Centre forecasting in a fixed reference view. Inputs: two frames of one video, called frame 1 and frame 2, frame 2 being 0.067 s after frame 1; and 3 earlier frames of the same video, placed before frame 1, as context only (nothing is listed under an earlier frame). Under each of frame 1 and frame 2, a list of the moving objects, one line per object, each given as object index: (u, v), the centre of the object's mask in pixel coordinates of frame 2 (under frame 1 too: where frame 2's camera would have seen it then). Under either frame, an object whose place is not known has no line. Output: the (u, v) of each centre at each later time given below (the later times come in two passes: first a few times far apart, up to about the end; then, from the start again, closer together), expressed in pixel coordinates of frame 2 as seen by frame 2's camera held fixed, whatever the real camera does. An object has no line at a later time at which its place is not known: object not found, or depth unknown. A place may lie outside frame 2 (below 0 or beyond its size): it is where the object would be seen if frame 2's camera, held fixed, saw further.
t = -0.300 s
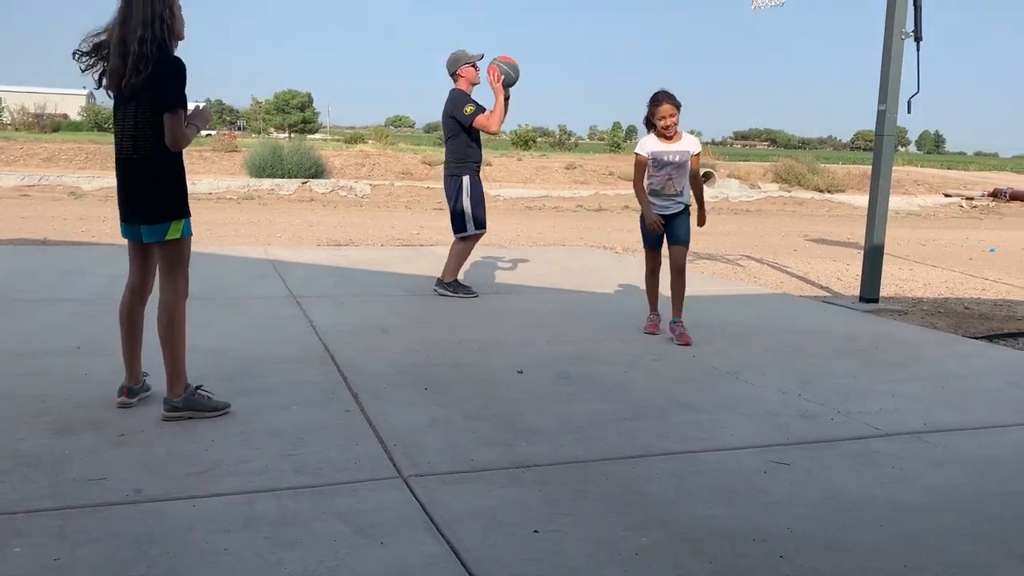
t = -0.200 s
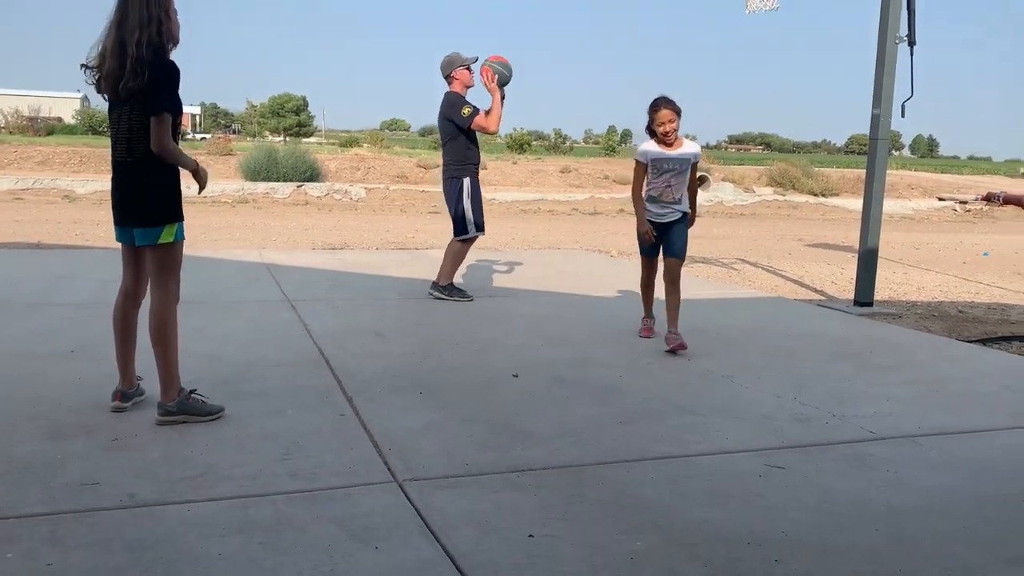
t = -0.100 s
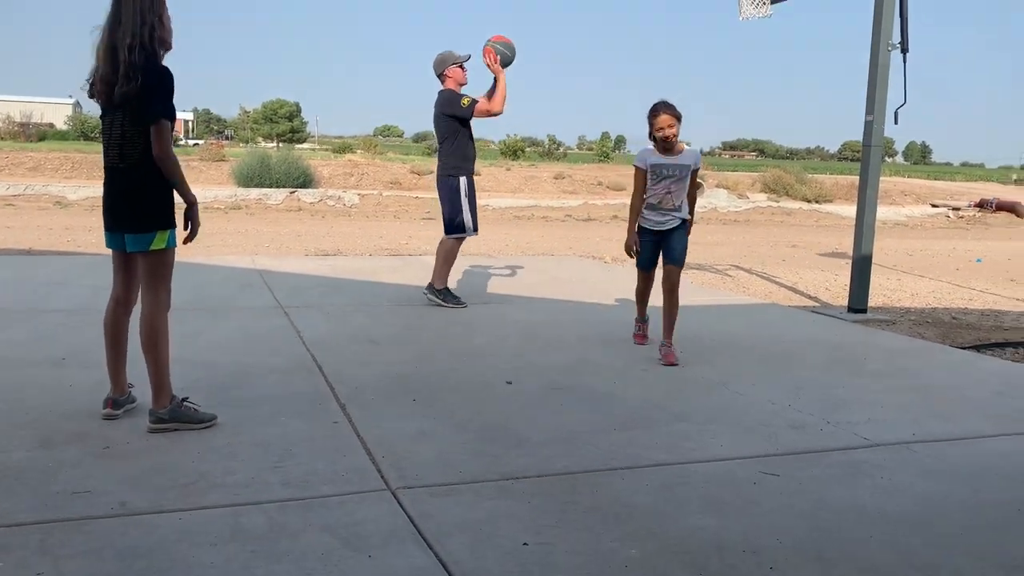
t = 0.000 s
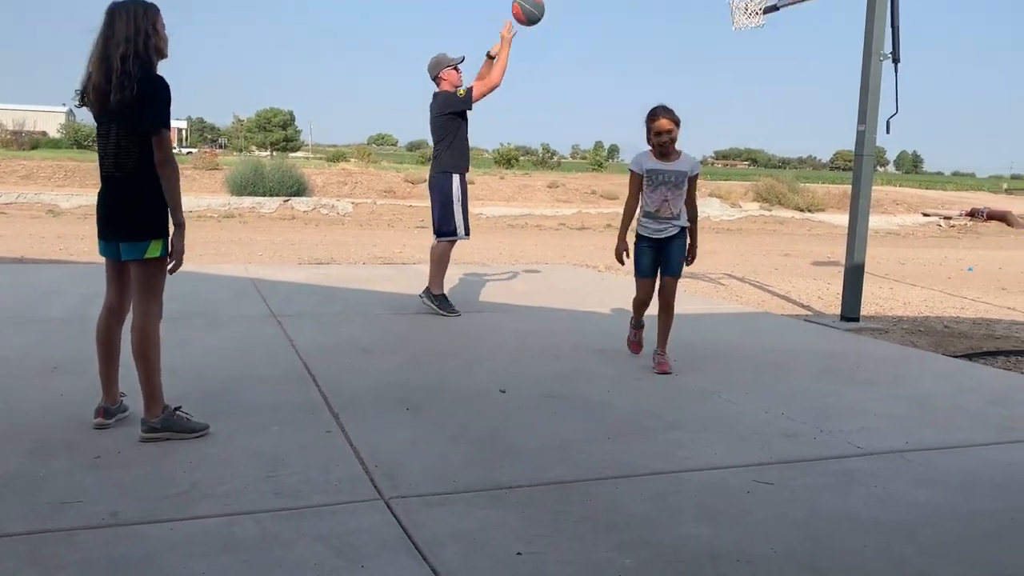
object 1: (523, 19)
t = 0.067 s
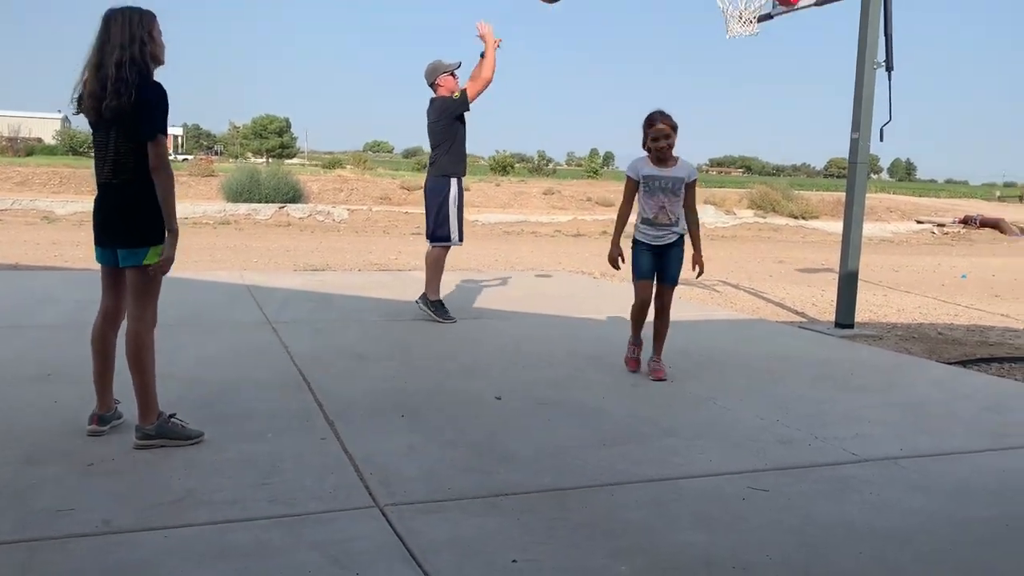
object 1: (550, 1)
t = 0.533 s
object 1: (741, -48)
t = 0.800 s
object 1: (725, -35)
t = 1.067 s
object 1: (743, -45)
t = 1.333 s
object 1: (760, -26)
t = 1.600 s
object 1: (722, 26)
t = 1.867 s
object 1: (737, 35)
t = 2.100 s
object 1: (753, 117)
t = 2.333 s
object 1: (764, 279)
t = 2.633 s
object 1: (800, 191)
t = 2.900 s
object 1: (832, 134)
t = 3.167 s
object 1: (852, 184)
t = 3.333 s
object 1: (861, 266)
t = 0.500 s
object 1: (727, -53)
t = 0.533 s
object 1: (741, -48)
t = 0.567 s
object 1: (754, -41)
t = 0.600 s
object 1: (761, -29)
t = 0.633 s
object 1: (754, -27)
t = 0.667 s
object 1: (748, -23)
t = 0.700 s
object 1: (742, -23)
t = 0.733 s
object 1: (734, -27)
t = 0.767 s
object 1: (727, -29)
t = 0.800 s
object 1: (725, -35)
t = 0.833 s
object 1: (727, -39)
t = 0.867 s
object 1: (728, -41)
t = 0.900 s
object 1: (729, -42)
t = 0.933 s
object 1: (731, -41)
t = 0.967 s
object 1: (734, -43)
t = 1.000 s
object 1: (737, -44)
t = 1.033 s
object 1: (739, -44)
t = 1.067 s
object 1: (743, -45)
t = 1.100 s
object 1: (745, -44)
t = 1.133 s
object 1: (749, -44)
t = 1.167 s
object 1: (751, -44)
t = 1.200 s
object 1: (755, -42)
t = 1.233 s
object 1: (758, -41)
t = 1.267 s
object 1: (761, -39)
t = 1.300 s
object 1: (762, -37)
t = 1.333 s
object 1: (760, -26)
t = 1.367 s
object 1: (756, -16)
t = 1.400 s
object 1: (753, -10)
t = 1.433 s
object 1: (746, -5)
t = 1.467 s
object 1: (746, 5)
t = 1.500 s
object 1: (735, 15)
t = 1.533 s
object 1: (737, 23)
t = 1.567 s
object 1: (730, 25)
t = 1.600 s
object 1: (722, 26)
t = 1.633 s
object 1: (726, 20)
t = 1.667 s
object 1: (718, 26)
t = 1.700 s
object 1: (723, 31)
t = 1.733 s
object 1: (723, 31)
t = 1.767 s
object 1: (727, 31)
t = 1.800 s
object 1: (730, 32)
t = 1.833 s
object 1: (733, 32)
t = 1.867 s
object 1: (737, 35)
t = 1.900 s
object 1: (740, 40)
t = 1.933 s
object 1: (742, 48)
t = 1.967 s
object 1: (744, 58)
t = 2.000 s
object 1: (746, 70)
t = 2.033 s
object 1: (749, 85)
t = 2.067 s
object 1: (751, 100)
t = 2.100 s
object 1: (753, 117)
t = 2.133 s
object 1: (755, 136)
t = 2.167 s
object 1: (757, 155)
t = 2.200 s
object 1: (758, 178)
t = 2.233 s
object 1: (760, 200)
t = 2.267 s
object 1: (761, 225)
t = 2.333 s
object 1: (764, 279)
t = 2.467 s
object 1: (777, 277)
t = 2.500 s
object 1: (781, 257)
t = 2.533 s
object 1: (786, 238)
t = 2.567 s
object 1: (791, 220)
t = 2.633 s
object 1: (800, 191)
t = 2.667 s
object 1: (805, 178)
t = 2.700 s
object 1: (809, 166)
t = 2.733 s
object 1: (813, 157)
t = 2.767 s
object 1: (817, 149)
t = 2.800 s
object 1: (821, 143)
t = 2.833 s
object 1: (825, 138)
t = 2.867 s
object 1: (828, 135)
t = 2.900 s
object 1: (832, 134)
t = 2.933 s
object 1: (835, 135)
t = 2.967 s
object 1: (838, 137)
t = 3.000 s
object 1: (841, 140)
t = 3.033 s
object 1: (843, 146)
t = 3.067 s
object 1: (845, 153)
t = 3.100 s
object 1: (847, 162)
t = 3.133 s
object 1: (850, 172)
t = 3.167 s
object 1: (852, 184)
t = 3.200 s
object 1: (854, 198)
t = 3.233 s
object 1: (856, 212)
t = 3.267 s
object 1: (858, 229)
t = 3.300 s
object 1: (859, 246)
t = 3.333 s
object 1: (861, 266)
